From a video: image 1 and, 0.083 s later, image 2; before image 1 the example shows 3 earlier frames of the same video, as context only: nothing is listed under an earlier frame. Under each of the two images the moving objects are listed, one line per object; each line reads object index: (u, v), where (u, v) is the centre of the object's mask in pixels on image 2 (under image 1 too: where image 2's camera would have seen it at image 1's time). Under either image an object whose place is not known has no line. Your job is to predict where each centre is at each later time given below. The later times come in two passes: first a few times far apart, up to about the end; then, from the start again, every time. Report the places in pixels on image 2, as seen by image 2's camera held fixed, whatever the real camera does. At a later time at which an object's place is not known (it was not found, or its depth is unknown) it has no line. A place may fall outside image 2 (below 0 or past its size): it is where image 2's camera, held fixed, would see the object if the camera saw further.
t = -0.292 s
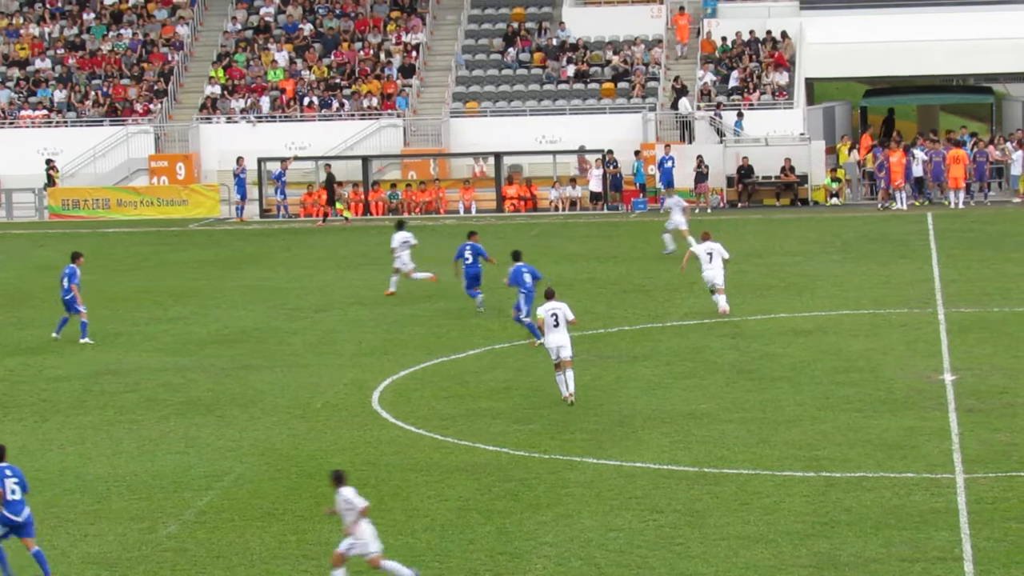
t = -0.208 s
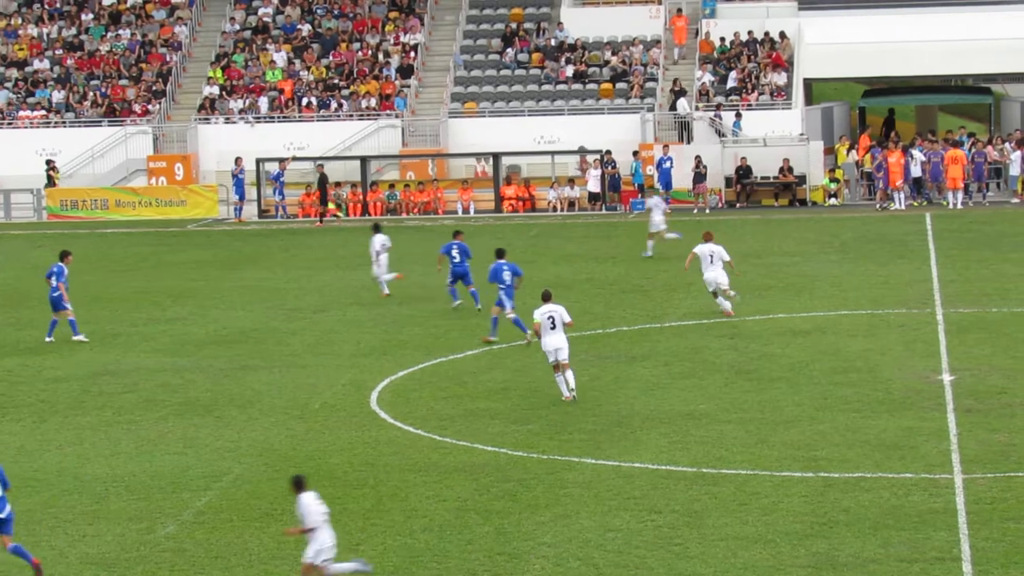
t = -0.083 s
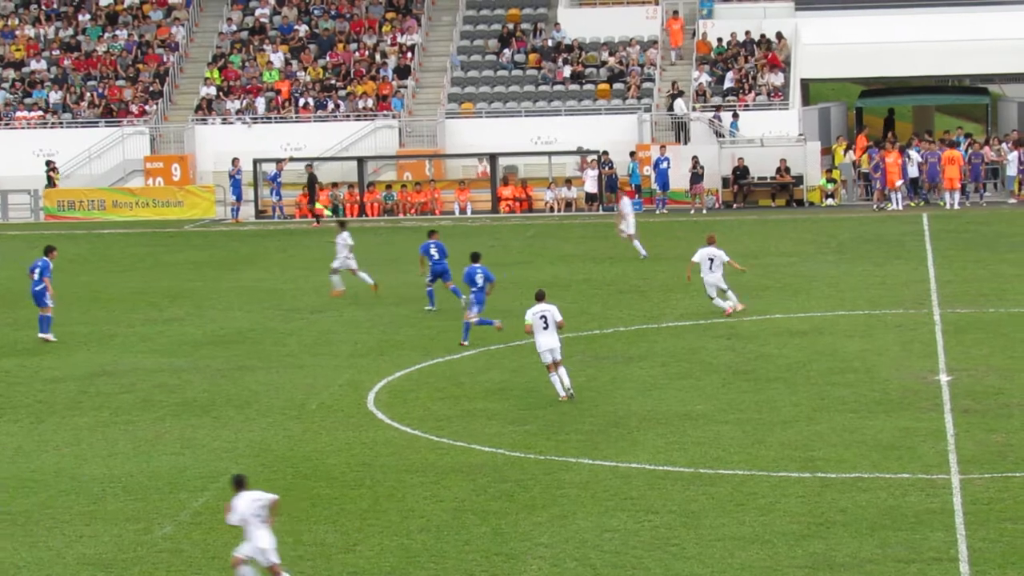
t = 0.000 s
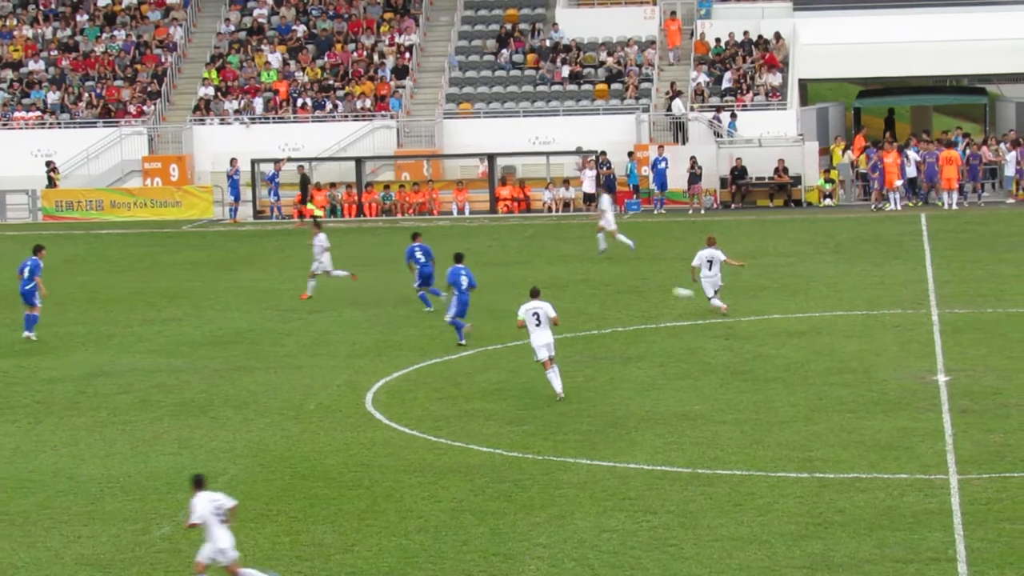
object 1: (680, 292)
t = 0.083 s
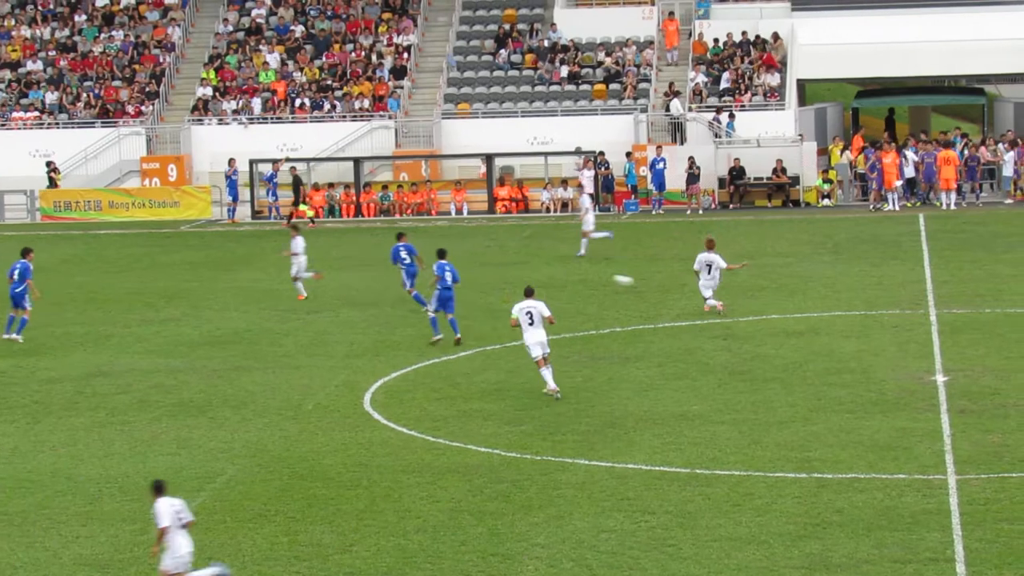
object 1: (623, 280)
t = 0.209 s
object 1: (540, 268)
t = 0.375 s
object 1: (436, 264)
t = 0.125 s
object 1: (595, 275)
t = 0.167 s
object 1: (567, 271)
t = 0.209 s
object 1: (540, 268)
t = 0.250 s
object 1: (513, 265)
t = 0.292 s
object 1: (487, 264)
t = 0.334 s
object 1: (461, 263)
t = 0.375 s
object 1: (436, 264)
